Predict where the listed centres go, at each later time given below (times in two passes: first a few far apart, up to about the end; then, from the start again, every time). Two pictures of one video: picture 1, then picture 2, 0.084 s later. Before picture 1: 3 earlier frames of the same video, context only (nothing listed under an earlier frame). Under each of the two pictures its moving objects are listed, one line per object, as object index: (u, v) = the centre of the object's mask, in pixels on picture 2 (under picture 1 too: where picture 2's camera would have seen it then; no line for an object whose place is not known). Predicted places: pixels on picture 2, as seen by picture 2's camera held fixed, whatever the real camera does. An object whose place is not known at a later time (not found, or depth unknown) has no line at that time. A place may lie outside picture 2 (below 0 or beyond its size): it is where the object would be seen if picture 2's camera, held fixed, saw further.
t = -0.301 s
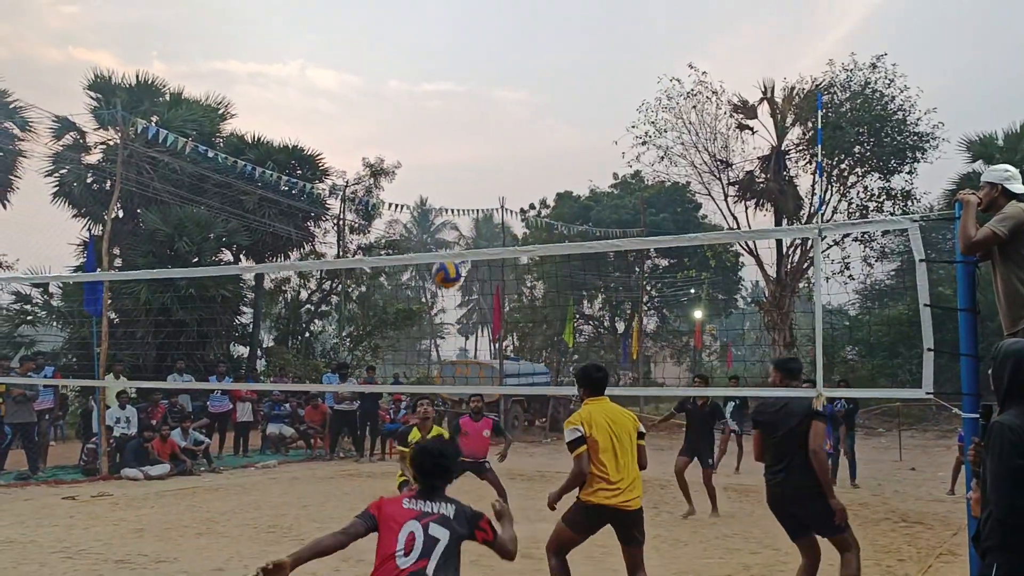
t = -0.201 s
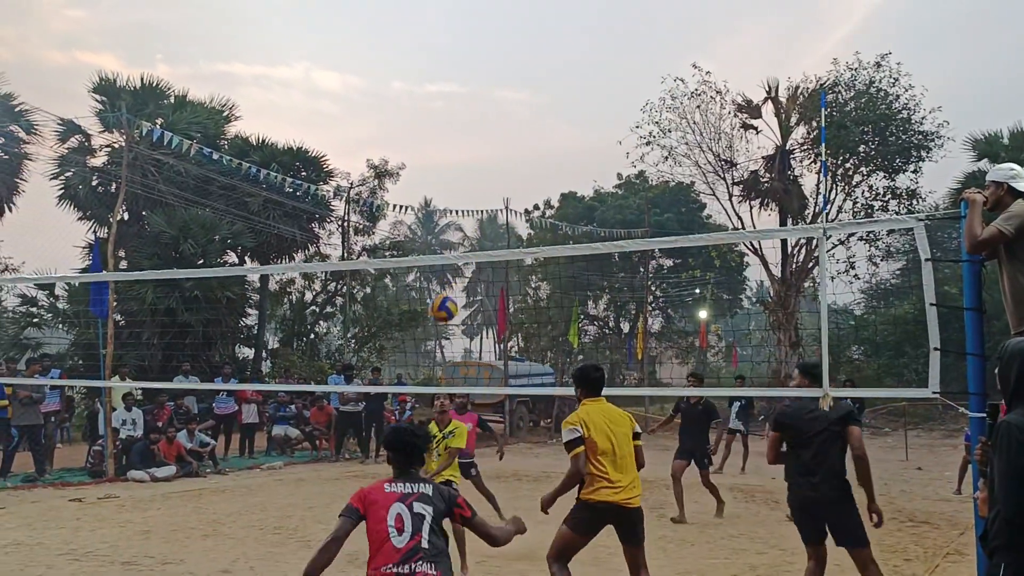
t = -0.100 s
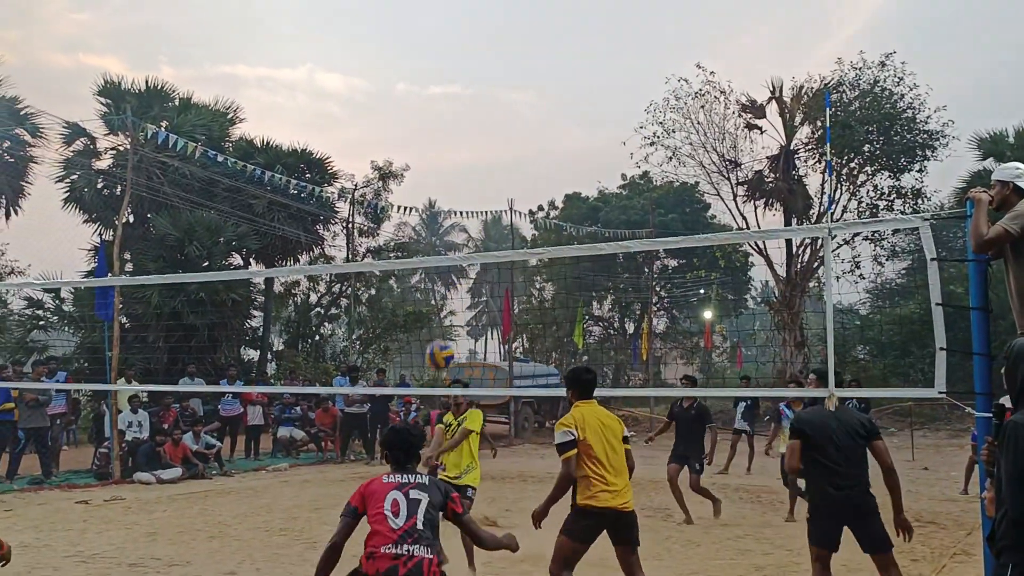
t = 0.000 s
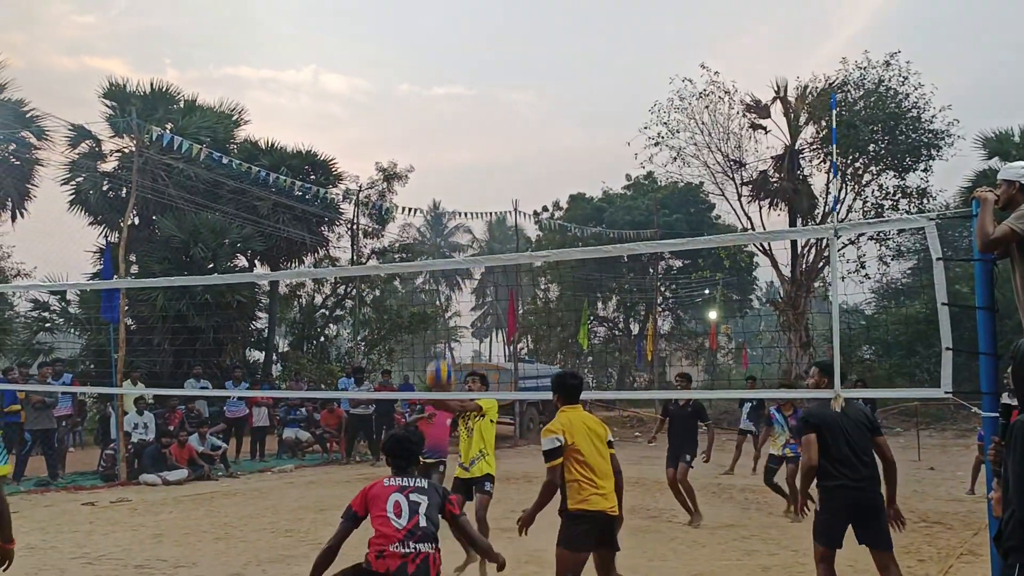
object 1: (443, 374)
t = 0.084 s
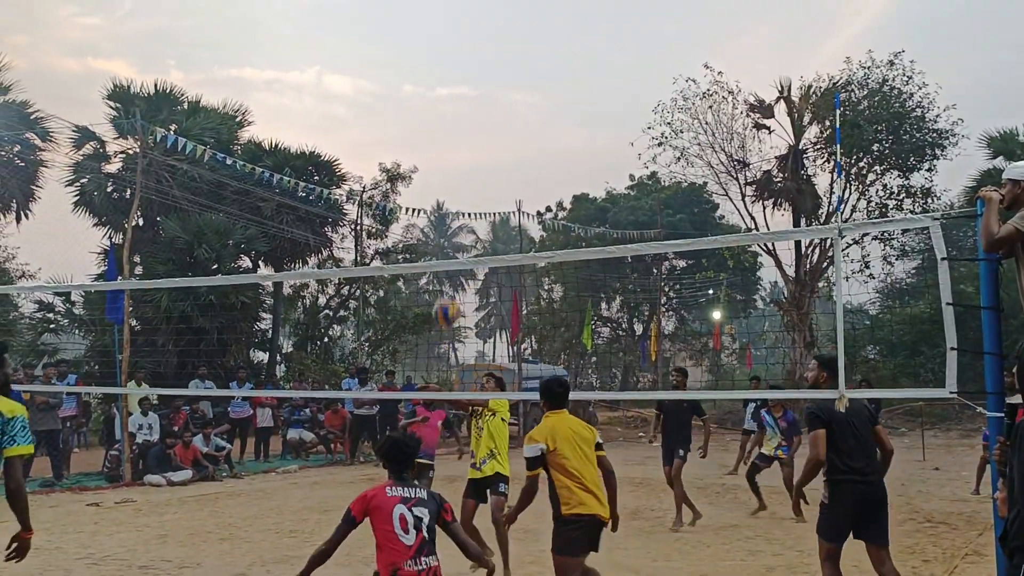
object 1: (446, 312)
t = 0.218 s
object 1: (451, 232)
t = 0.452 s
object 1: (457, 153)
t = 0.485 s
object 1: (458, 147)
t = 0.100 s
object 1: (448, 301)
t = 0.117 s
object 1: (448, 288)
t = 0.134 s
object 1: (449, 279)
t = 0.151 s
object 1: (449, 274)
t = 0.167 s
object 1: (449, 251)
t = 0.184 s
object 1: (450, 247)
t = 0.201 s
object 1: (451, 242)
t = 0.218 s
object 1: (451, 232)
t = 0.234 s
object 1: (452, 223)
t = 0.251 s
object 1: (452, 216)
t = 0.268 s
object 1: (453, 209)
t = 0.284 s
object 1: (453, 202)
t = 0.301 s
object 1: (454, 195)
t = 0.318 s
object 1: (454, 189)
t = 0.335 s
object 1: (454, 183)
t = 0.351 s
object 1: (455, 178)
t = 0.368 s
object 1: (455, 173)
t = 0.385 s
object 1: (456, 168)
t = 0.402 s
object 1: (456, 164)
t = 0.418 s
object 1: (456, 160)
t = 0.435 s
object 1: (457, 156)
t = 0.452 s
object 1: (457, 153)
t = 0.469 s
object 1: (458, 150)
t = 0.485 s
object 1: (458, 147)
